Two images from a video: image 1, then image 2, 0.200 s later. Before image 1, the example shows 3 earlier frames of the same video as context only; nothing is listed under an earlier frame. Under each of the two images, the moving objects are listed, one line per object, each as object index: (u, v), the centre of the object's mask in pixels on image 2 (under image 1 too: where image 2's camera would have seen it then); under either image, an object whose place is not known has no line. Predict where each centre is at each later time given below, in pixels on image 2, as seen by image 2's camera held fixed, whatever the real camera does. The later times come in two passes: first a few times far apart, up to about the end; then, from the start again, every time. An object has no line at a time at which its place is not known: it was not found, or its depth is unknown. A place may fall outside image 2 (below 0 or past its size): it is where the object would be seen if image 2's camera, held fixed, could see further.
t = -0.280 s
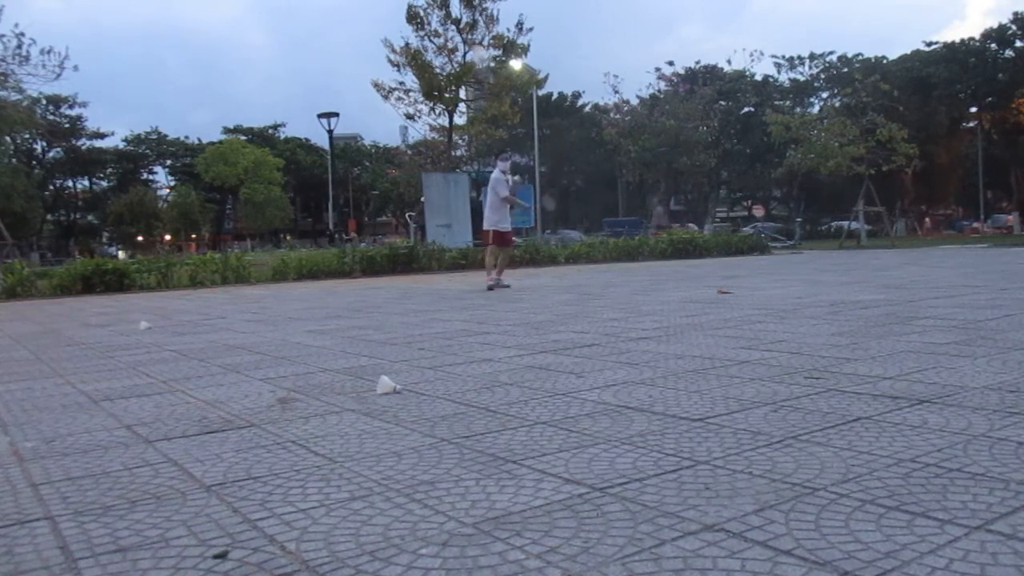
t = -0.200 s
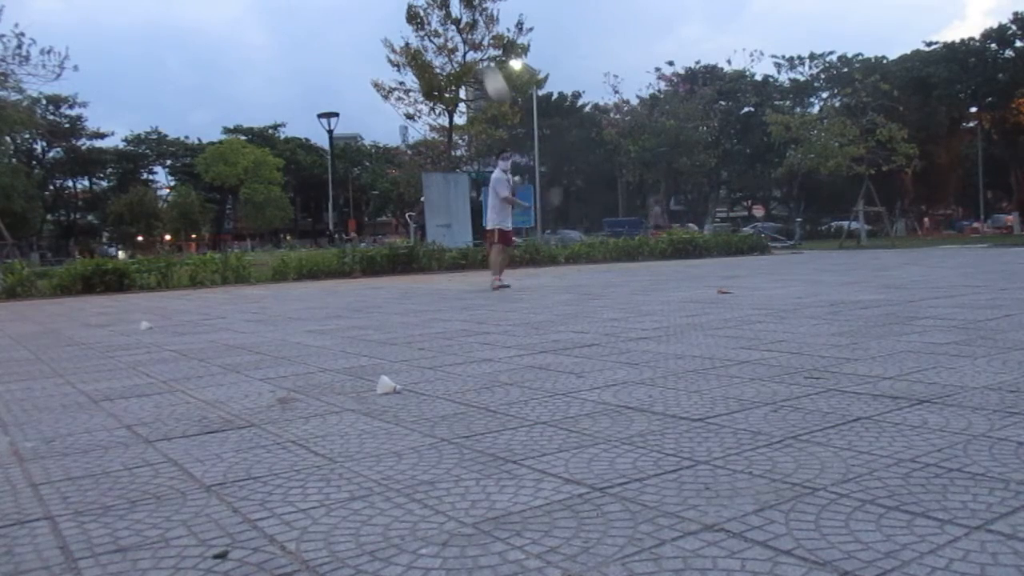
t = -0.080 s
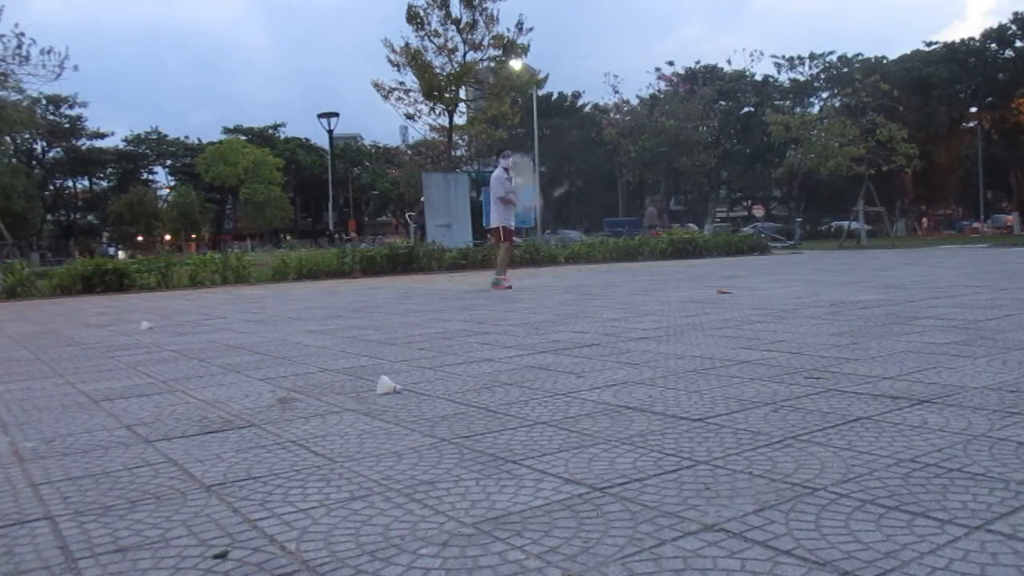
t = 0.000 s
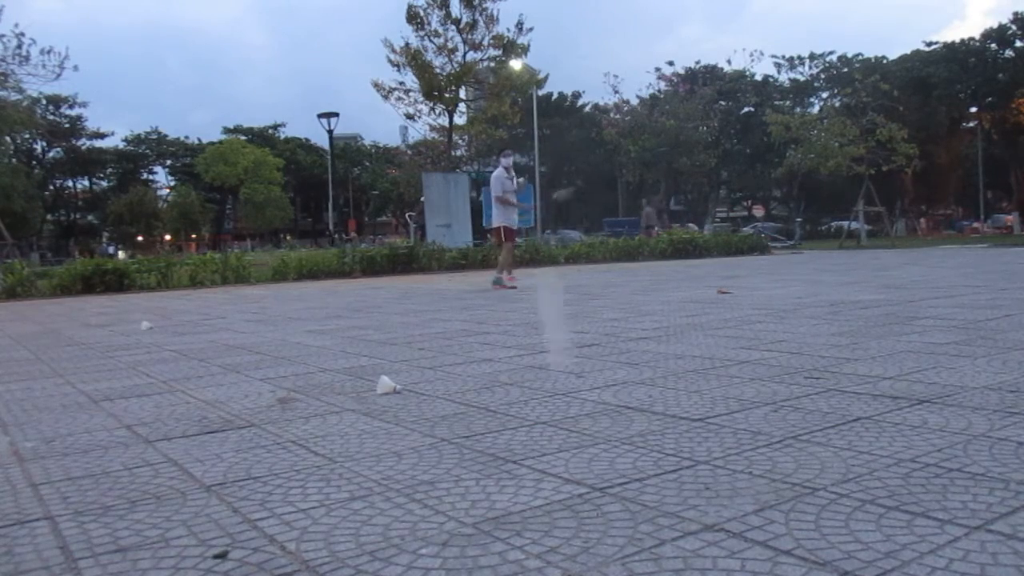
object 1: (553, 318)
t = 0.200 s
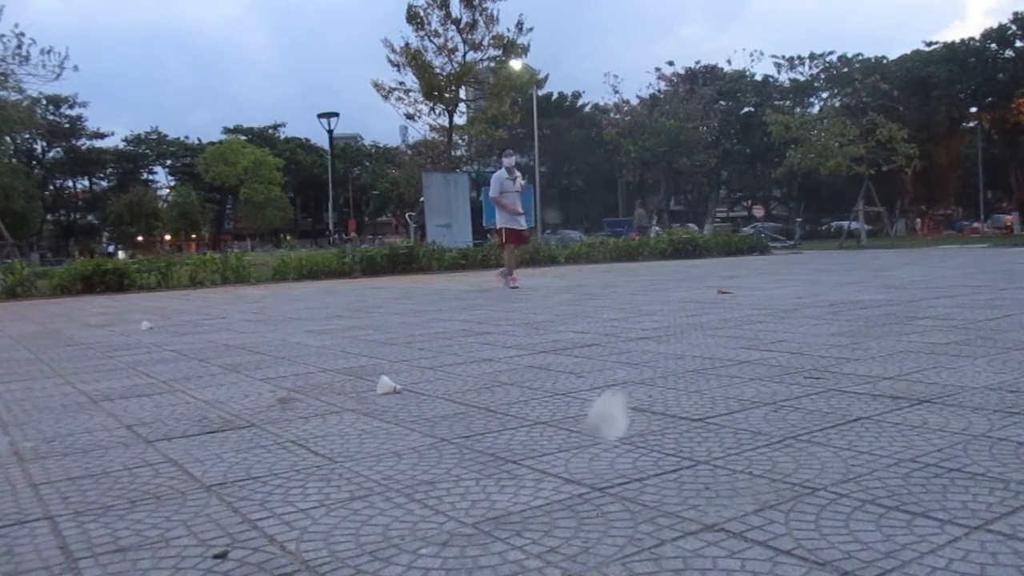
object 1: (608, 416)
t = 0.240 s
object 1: (613, 403)
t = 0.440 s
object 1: (599, 397)
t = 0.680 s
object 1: (622, 515)
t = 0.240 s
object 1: (613, 403)
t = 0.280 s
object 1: (612, 389)
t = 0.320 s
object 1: (612, 387)
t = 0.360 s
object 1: (609, 383)
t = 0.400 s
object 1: (605, 384)
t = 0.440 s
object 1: (599, 397)
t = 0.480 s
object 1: (600, 423)
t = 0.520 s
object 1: (603, 465)
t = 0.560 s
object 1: (610, 506)
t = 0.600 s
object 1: (617, 503)
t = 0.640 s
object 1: (620, 506)
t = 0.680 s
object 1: (622, 515)
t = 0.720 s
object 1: (623, 531)
